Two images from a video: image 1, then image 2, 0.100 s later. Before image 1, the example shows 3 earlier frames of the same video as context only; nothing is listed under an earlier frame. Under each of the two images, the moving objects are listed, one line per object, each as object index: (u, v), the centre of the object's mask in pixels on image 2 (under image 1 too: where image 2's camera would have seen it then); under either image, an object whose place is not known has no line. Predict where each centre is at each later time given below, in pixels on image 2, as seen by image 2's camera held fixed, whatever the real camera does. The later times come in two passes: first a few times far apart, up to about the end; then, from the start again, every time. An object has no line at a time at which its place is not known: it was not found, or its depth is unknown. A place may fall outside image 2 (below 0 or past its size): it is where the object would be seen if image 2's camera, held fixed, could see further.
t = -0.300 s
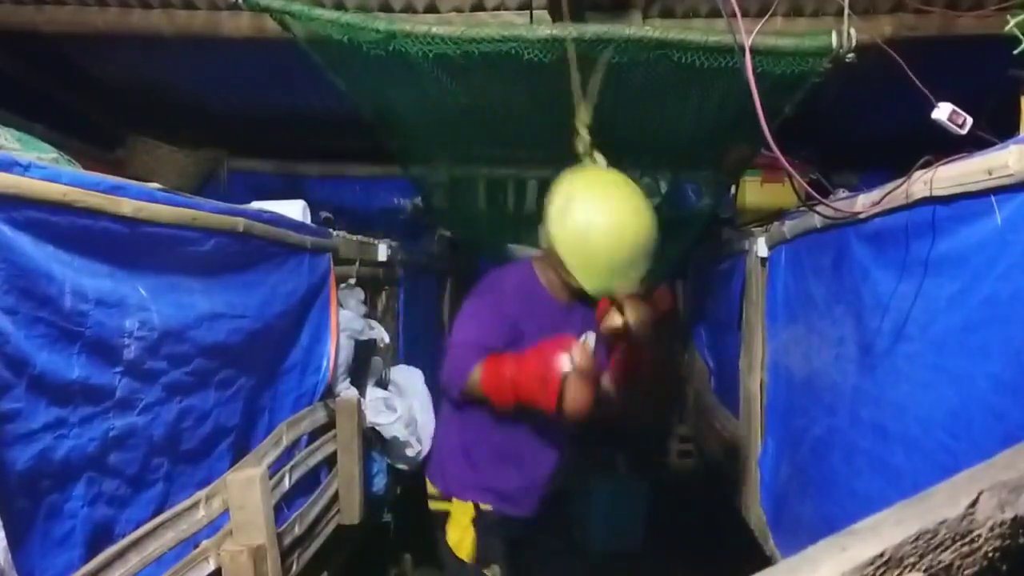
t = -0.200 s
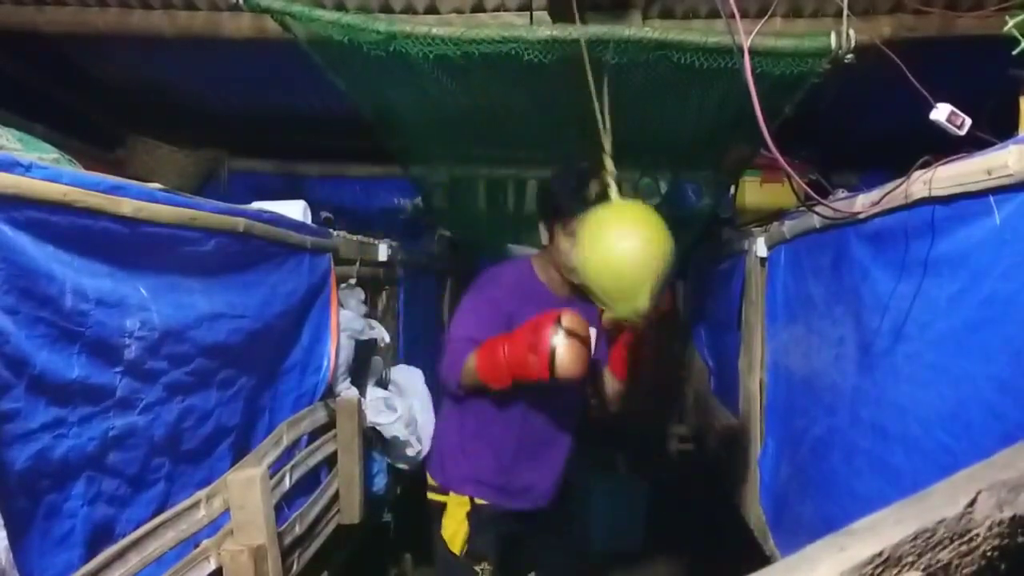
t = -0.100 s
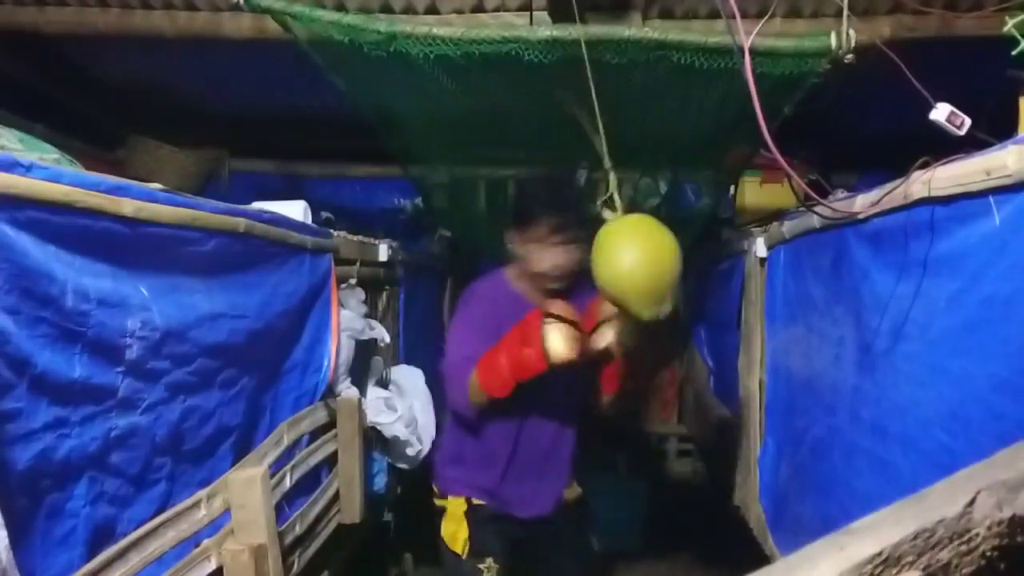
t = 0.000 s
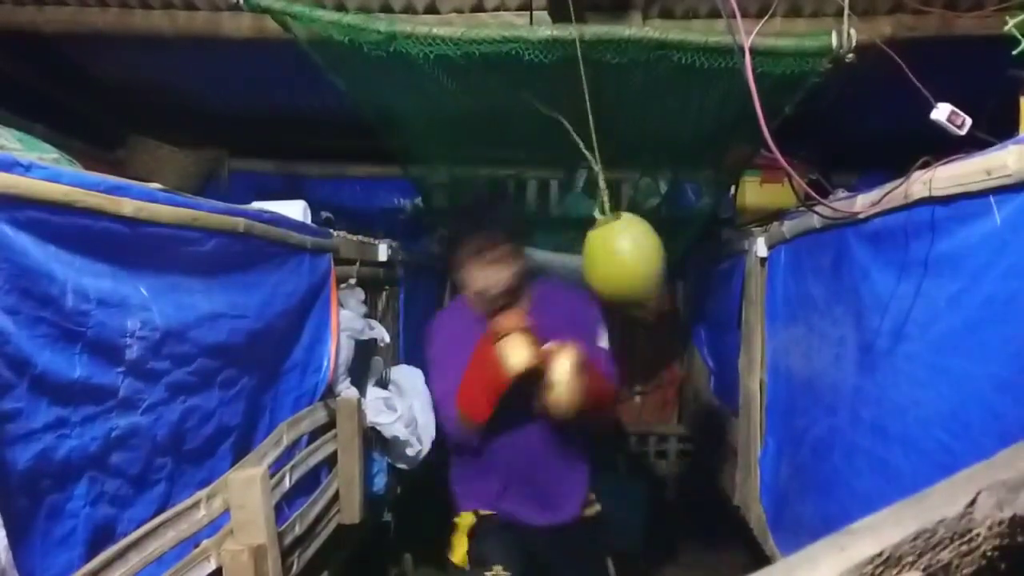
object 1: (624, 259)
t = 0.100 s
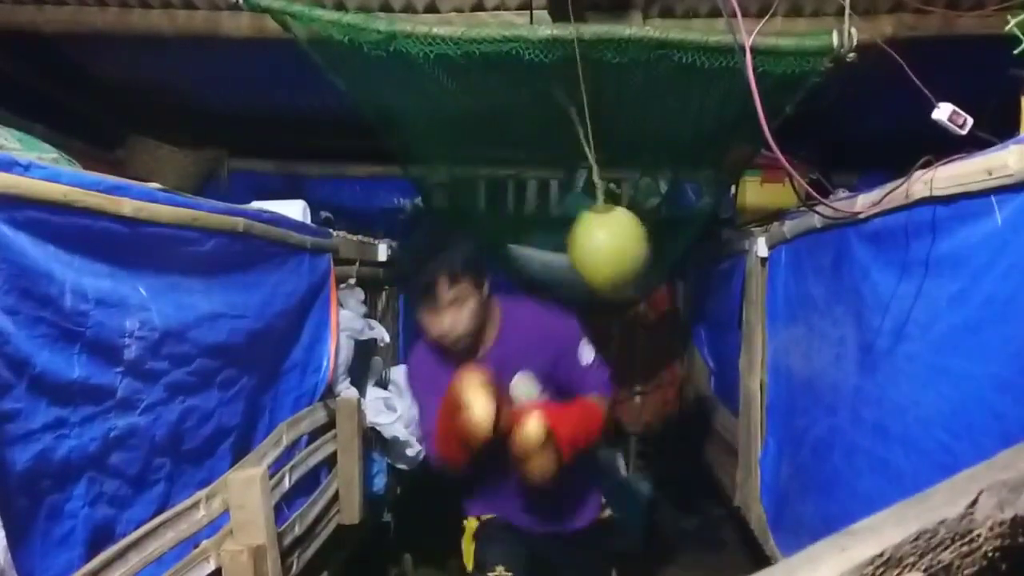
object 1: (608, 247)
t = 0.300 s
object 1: (543, 219)
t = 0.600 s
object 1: (447, 233)
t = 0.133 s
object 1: (599, 245)
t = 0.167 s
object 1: (588, 240)
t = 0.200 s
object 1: (574, 232)
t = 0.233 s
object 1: (564, 227)
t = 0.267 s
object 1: (554, 222)
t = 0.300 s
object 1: (543, 219)
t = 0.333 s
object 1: (531, 219)
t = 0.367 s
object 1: (520, 218)
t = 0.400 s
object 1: (508, 218)
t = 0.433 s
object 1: (498, 218)
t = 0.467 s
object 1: (487, 219)
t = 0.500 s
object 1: (477, 220)
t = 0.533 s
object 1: (468, 224)
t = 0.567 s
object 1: (458, 228)
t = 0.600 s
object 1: (447, 233)
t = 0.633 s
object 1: (437, 241)
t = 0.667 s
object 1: (429, 244)
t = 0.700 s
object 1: (423, 246)
